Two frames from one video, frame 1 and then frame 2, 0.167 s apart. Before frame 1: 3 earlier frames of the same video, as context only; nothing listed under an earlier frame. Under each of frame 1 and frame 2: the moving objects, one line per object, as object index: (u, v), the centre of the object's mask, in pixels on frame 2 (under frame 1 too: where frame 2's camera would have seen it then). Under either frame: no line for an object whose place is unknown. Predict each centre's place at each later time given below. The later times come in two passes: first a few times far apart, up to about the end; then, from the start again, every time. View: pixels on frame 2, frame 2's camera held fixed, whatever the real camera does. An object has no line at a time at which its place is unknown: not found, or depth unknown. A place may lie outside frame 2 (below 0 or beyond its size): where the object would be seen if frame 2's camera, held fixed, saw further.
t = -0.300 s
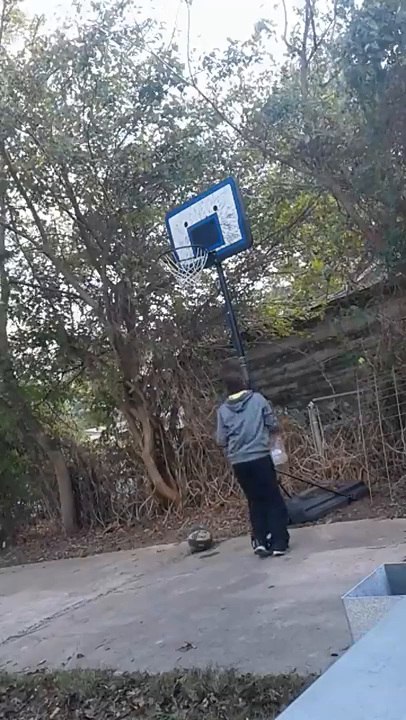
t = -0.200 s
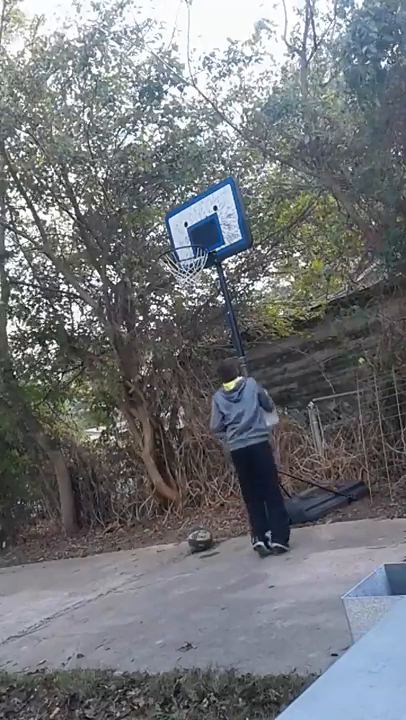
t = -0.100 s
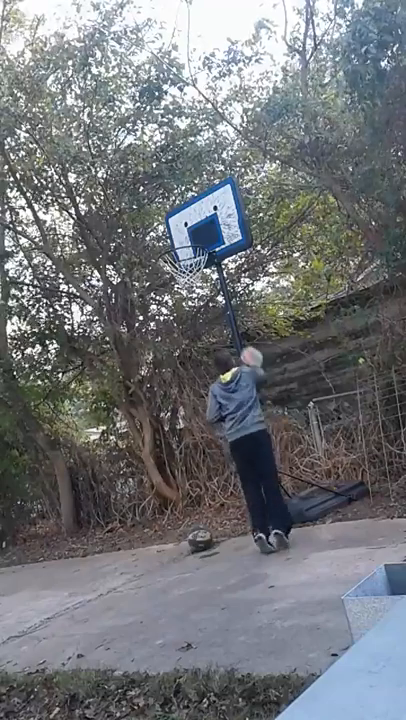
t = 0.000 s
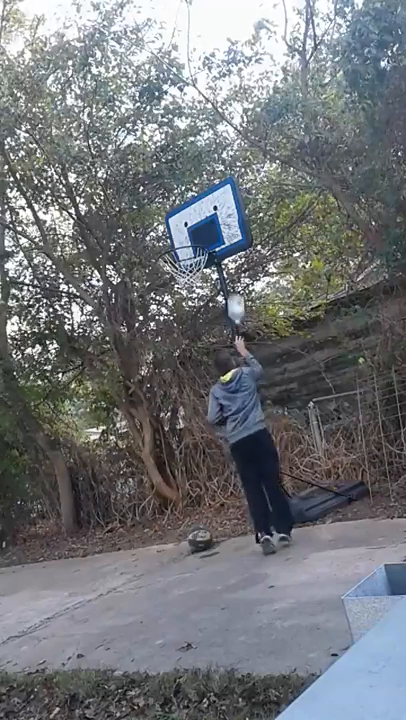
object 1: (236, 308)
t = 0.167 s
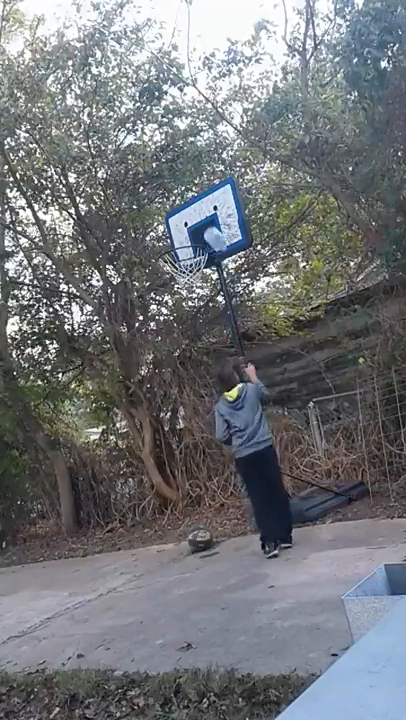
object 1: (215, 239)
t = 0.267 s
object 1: (207, 213)
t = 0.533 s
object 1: (193, 191)
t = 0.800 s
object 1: (201, 236)
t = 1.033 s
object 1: (195, 260)
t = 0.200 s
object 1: (211, 229)
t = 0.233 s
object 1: (210, 223)
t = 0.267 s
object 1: (207, 213)
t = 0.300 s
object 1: (200, 201)
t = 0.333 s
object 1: (199, 197)
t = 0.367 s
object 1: (197, 192)
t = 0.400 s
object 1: (196, 190)
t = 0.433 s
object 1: (195, 189)
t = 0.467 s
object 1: (194, 189)
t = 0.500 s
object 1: (194, 190)
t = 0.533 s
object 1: (193, 191)
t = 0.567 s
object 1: (193, 192)
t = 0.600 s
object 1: (193, 195)
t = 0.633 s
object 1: (195, 202)
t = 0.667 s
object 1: (198, 211)
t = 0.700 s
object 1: (200, 221)
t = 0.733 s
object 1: (202, 230)
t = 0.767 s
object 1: (203, 236)
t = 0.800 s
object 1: (201, 236)
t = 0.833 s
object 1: (200, 238)
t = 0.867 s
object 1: (199, 239)
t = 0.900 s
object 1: (199, 240)
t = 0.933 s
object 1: (199, 241)
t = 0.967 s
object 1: (197, 247)
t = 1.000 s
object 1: (196, 251)
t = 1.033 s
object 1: (195, 260)
